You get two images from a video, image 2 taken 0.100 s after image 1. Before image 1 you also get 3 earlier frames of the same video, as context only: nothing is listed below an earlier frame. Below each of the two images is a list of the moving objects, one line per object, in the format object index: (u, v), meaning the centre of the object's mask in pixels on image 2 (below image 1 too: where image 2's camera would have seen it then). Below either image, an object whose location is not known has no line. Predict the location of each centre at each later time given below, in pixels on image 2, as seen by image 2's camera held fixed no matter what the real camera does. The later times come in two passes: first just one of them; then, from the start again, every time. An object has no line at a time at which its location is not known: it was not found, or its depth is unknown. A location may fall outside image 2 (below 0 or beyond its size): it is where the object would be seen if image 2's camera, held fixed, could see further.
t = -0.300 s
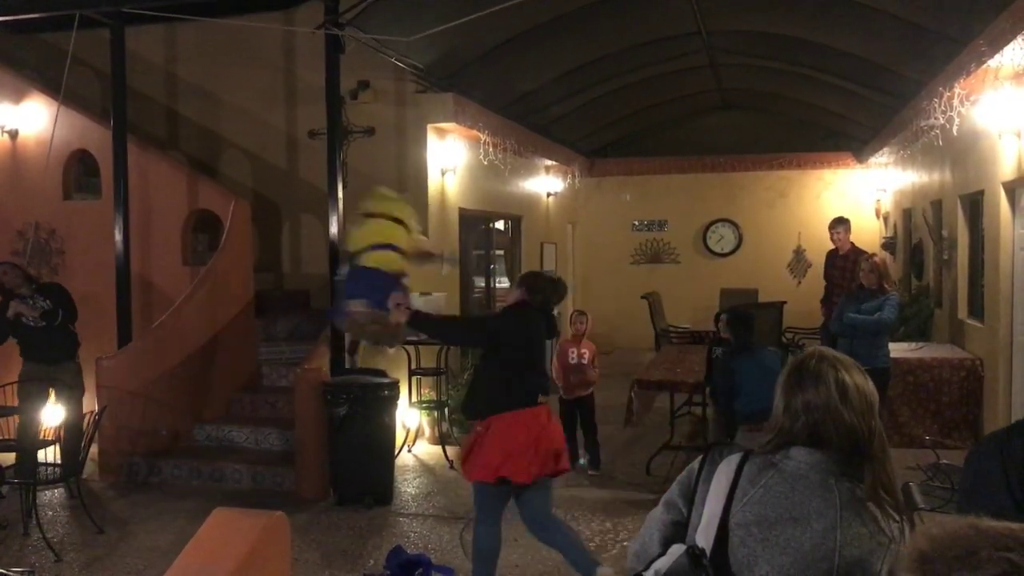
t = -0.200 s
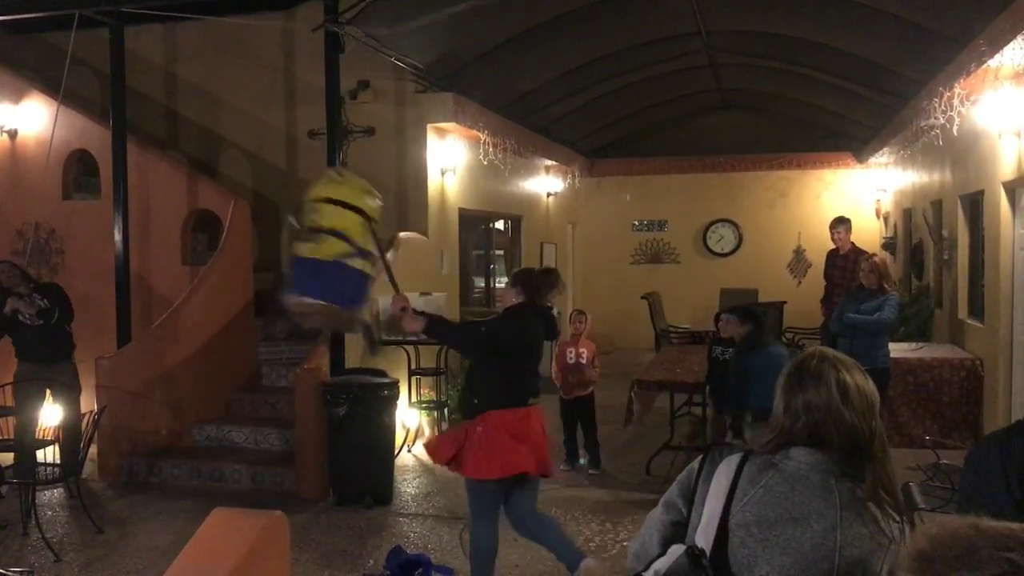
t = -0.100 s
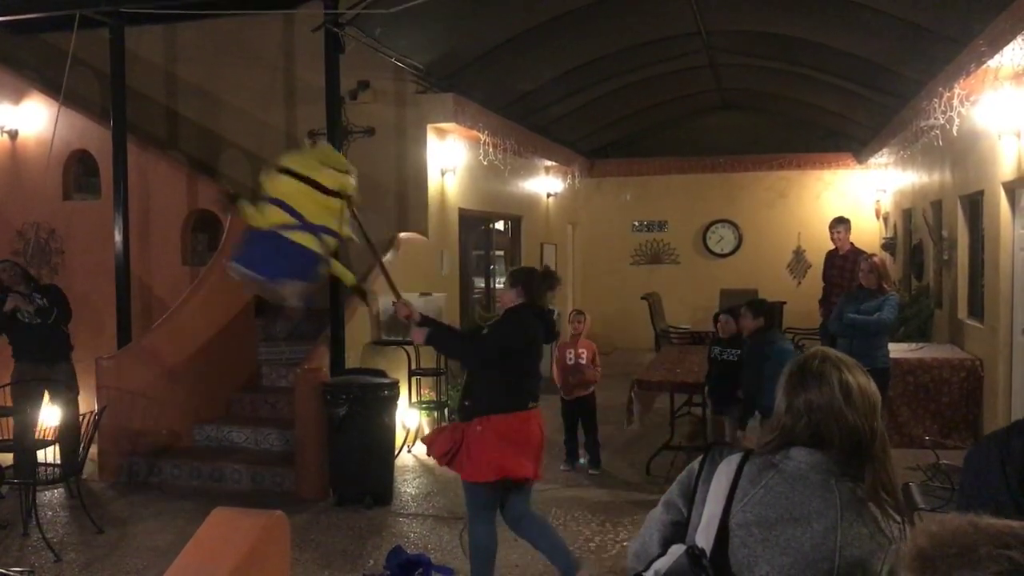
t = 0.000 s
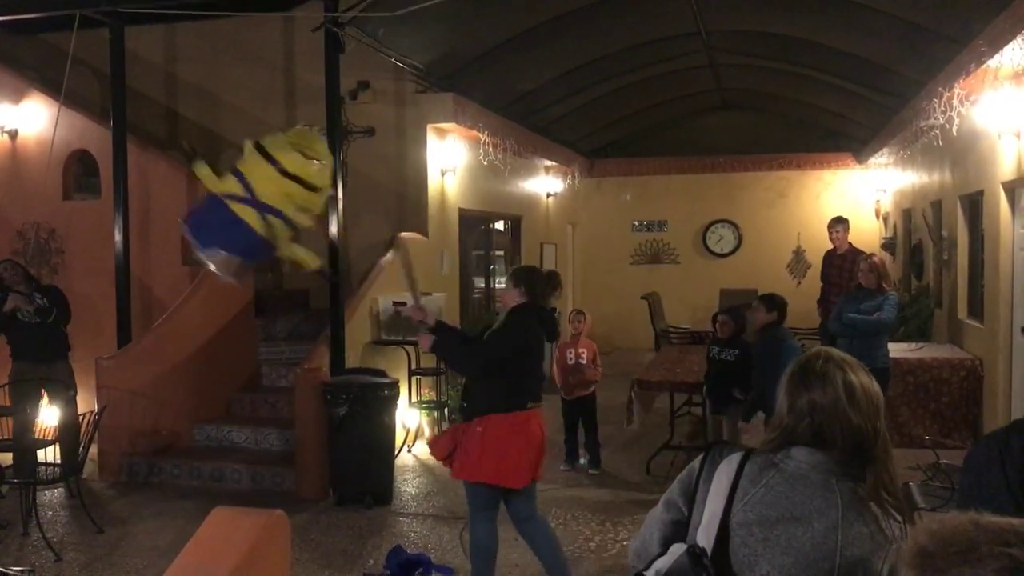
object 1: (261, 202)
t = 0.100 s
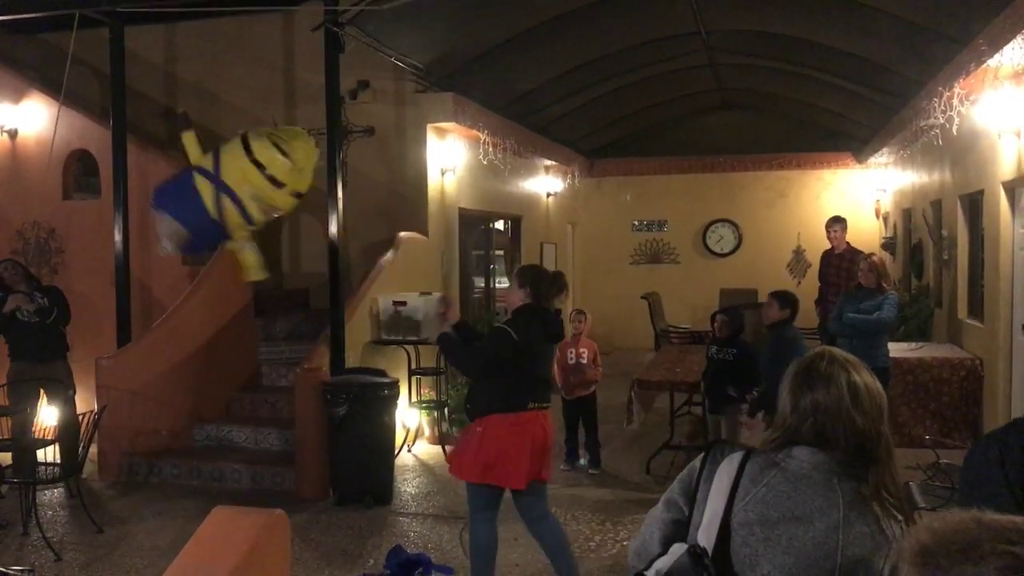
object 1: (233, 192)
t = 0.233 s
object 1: (213, 177)
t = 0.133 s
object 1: (226, 189)
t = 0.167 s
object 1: (219, 185)
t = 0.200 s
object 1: (215, 183)
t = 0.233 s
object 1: (213, 177)
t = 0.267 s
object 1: (212, 174)
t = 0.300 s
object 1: (212, 173)
